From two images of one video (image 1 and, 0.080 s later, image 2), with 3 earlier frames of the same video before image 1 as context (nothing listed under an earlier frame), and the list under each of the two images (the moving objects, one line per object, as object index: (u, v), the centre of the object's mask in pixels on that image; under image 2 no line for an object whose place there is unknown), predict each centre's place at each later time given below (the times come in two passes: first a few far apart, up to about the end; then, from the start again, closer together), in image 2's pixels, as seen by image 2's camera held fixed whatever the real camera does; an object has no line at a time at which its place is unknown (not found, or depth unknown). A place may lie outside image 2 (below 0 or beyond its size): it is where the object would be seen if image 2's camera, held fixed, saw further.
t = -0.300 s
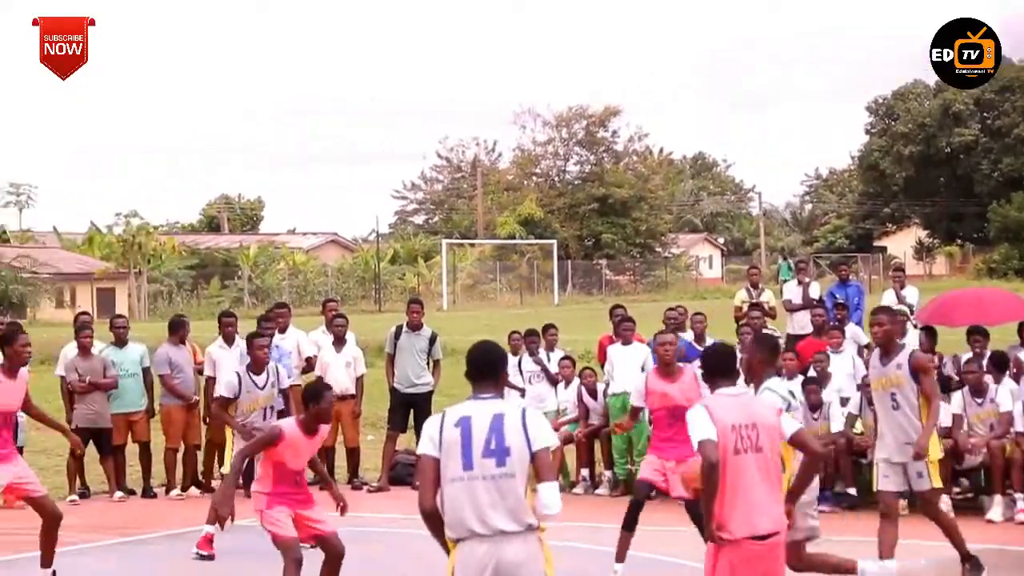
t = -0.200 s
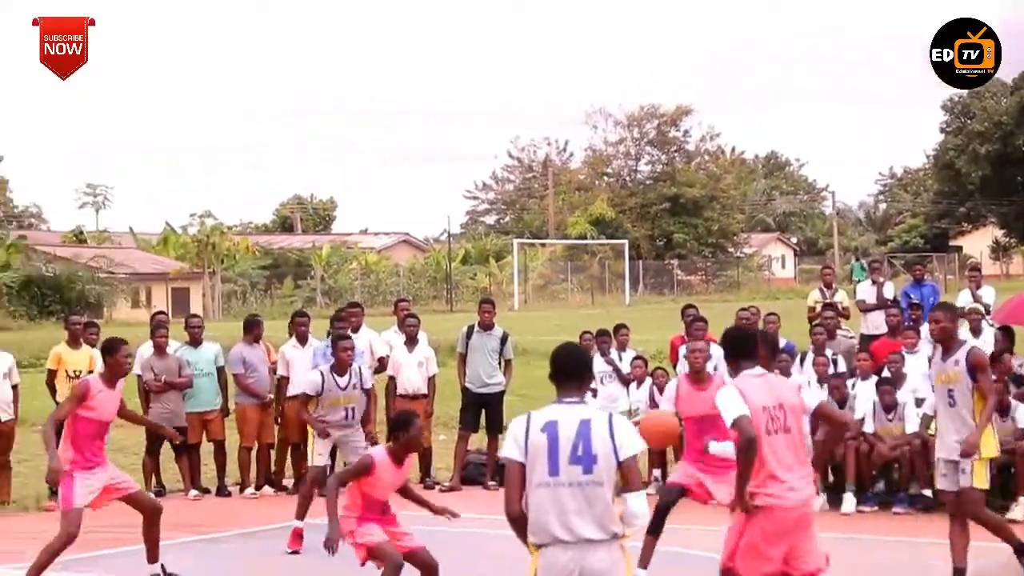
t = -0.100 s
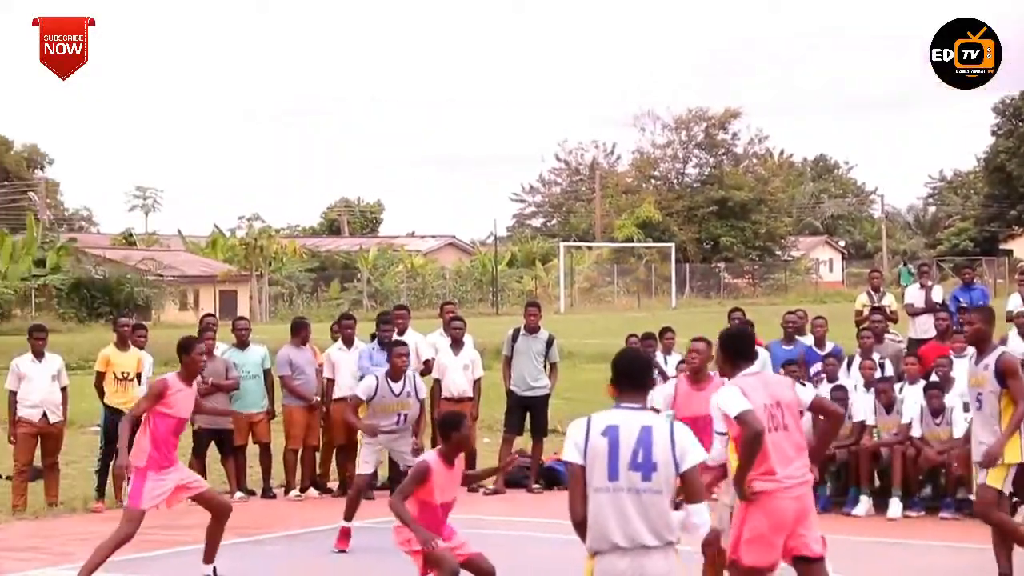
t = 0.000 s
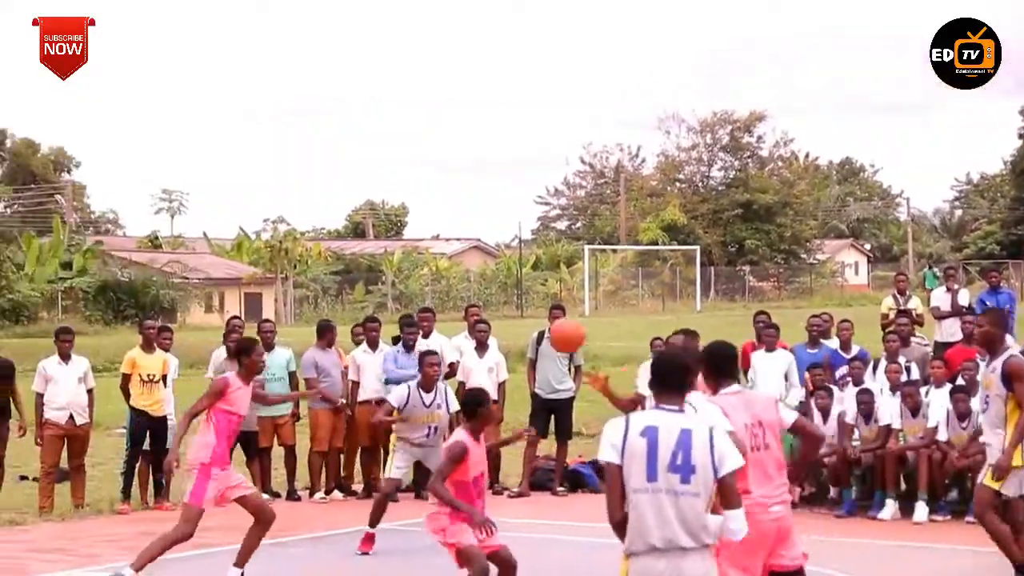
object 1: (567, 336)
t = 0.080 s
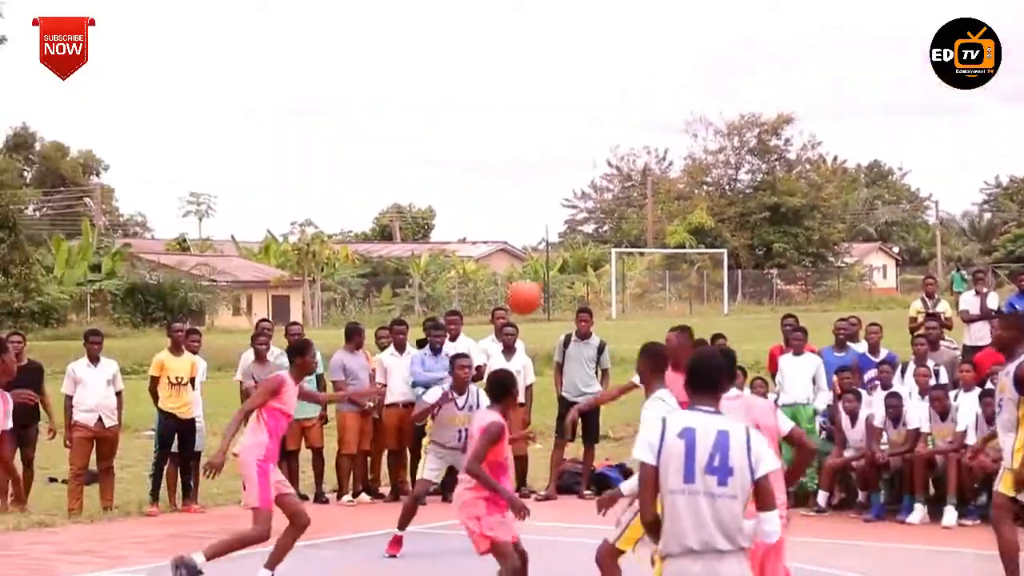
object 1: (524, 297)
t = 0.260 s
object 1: (382, 247)
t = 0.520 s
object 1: (205, 263)
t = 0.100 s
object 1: (508, 289)
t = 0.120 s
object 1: (490, 282)
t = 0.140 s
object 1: (474, 275)
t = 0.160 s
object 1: (459, 268)
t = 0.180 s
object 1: (441, 262)
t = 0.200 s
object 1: (428, 257)
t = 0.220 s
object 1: (413, 253)
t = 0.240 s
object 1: (396, 250)
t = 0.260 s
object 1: (382, 247)
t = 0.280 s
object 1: (368, 246)
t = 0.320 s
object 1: (339, 243)
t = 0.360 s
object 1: (311, 243)
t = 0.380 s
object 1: (297, 243)
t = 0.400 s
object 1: (284, 244)
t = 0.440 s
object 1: (257, 248)
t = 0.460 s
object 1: (244, 251)
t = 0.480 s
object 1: (232, 255)
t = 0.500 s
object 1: (219, 260)
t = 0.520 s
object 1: (205, 263)
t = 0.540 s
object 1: (194, 269)
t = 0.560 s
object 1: (182, 276)
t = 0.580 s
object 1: (169, 281)
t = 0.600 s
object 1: (158, 287)
